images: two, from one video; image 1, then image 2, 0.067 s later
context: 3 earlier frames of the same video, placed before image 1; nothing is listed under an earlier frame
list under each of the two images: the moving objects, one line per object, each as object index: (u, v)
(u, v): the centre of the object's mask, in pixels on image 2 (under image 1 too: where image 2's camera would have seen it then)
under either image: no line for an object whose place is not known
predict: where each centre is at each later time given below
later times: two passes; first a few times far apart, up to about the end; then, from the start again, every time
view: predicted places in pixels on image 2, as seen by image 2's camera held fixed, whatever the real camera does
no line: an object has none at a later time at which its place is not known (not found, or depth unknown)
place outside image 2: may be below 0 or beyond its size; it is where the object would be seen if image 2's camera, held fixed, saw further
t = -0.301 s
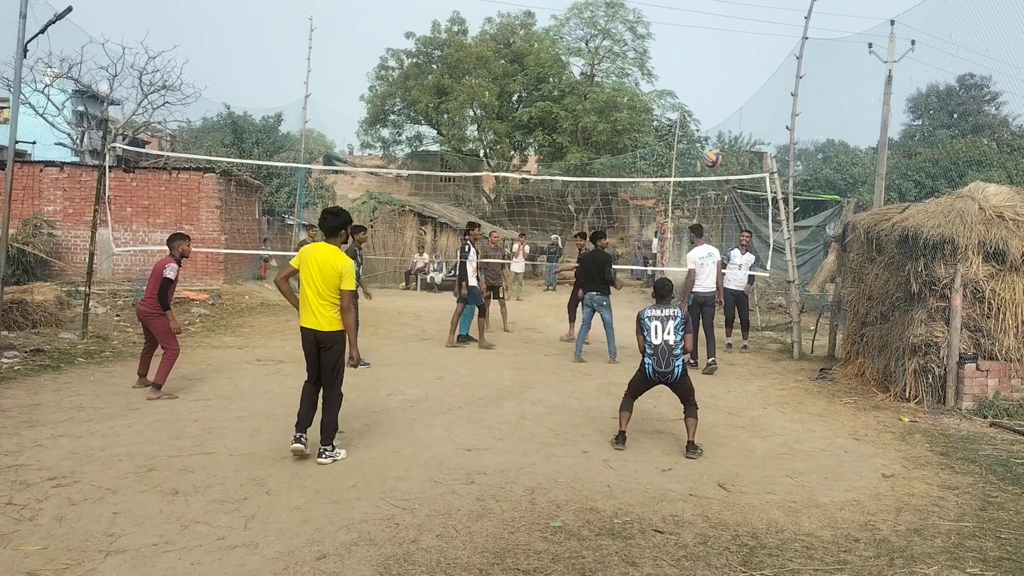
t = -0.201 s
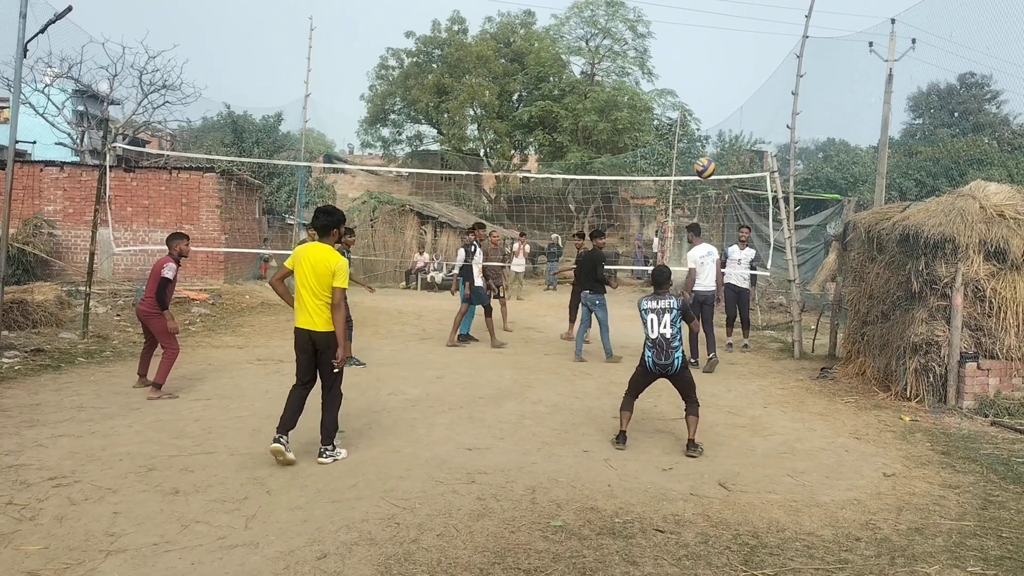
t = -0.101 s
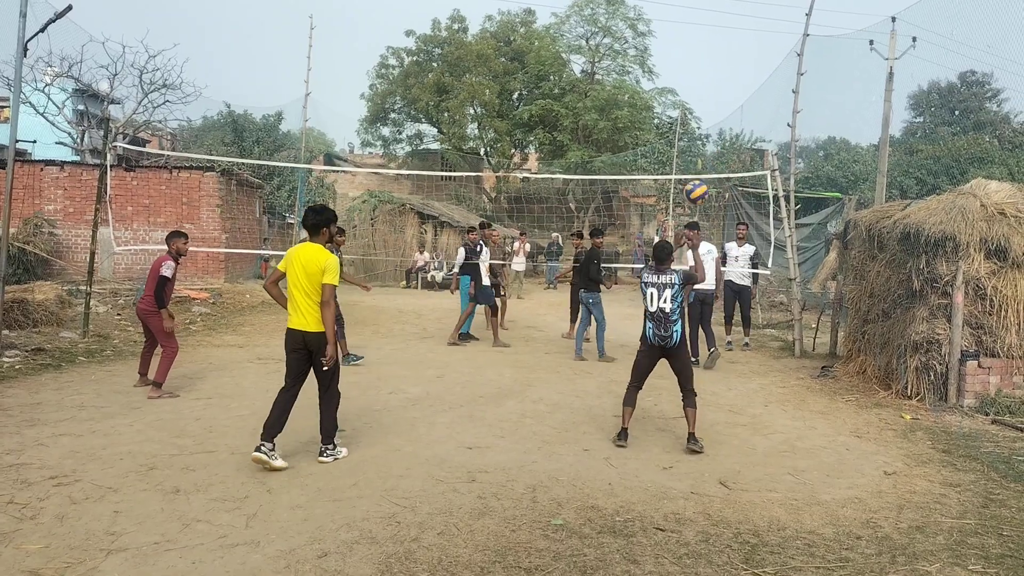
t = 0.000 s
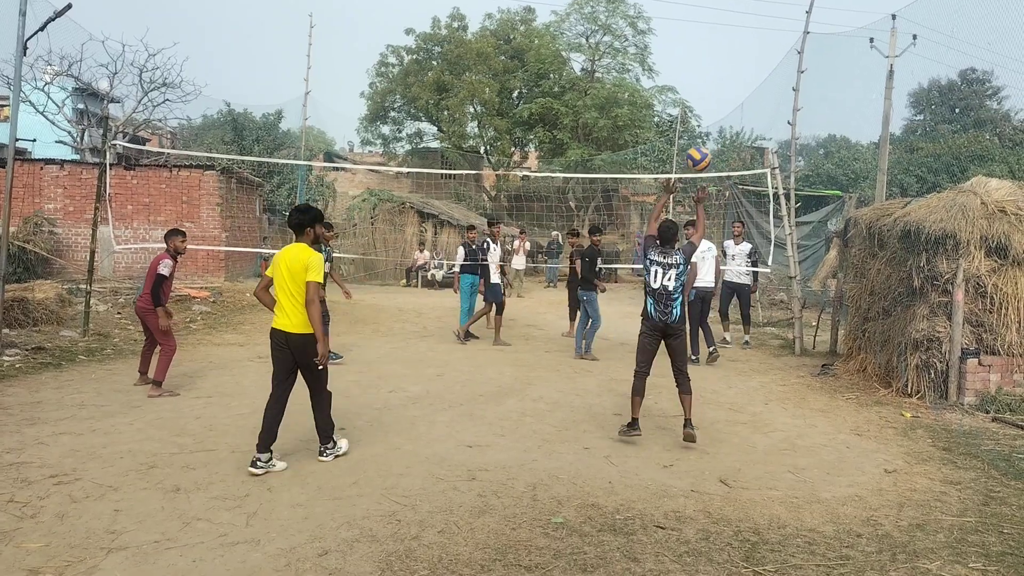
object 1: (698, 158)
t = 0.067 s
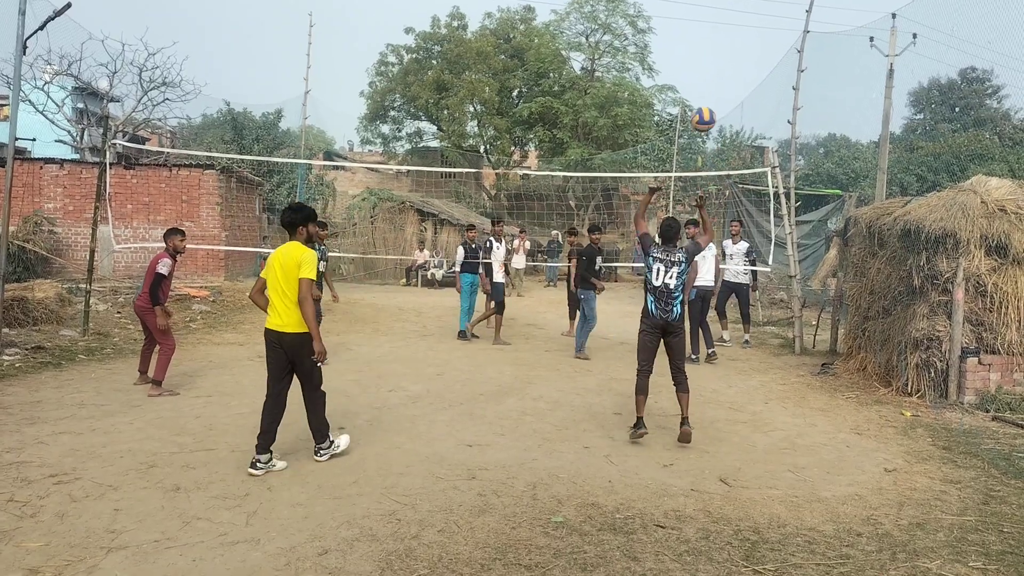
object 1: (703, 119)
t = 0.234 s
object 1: (715, 48)
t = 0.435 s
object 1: (726, 11)
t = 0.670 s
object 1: (736, 24)
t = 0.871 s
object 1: (742, 80)
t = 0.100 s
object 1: (706, 102)
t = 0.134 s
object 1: (708, 86)
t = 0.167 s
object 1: (710, 72)
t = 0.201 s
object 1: (713, 59)
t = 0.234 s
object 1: (715, 48)
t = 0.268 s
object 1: (717, 38)
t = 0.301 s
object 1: (719, 30)
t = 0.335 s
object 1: (721, 23)
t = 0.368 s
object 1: (723, 17)
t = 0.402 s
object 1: (724, 13)
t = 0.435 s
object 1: (726, 11)
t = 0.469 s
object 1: (727, 10)
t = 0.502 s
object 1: (728, 10)
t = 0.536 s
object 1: (730, 10)
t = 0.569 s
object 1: (731, 11)
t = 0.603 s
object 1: (733, 14)
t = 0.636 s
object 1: (734, 18)
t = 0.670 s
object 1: (736, 24)
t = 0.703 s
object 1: (737, 31)
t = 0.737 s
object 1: (738, 39)
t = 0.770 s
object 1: (739, 47)
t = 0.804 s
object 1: (740, 57)
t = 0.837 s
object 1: (741, 68)
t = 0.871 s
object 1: (742, 80)
